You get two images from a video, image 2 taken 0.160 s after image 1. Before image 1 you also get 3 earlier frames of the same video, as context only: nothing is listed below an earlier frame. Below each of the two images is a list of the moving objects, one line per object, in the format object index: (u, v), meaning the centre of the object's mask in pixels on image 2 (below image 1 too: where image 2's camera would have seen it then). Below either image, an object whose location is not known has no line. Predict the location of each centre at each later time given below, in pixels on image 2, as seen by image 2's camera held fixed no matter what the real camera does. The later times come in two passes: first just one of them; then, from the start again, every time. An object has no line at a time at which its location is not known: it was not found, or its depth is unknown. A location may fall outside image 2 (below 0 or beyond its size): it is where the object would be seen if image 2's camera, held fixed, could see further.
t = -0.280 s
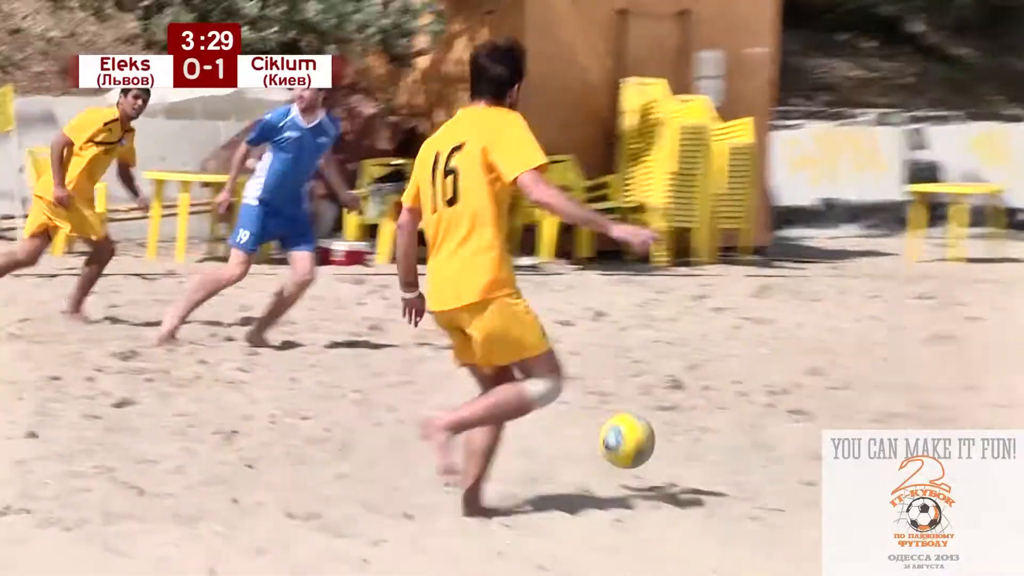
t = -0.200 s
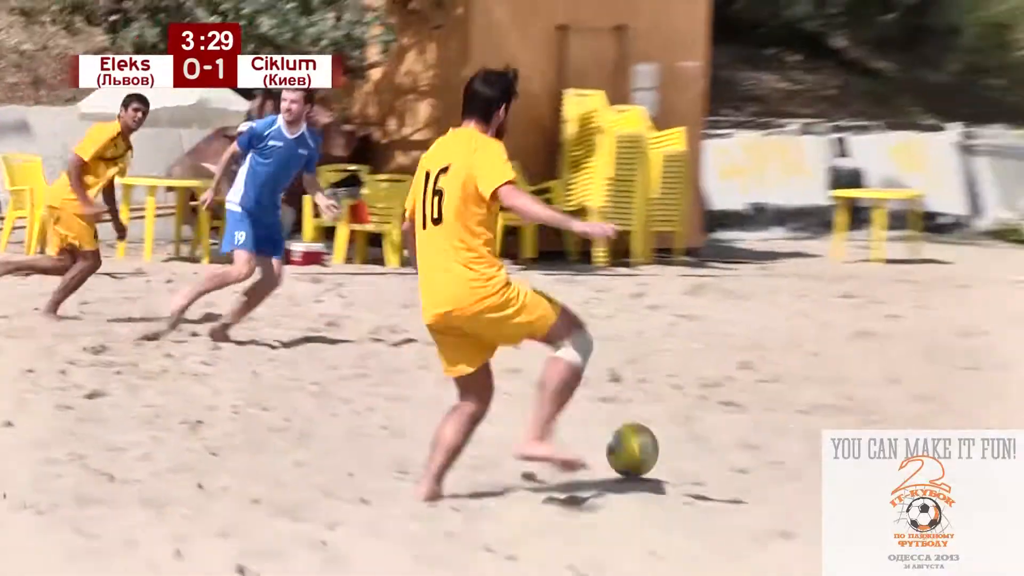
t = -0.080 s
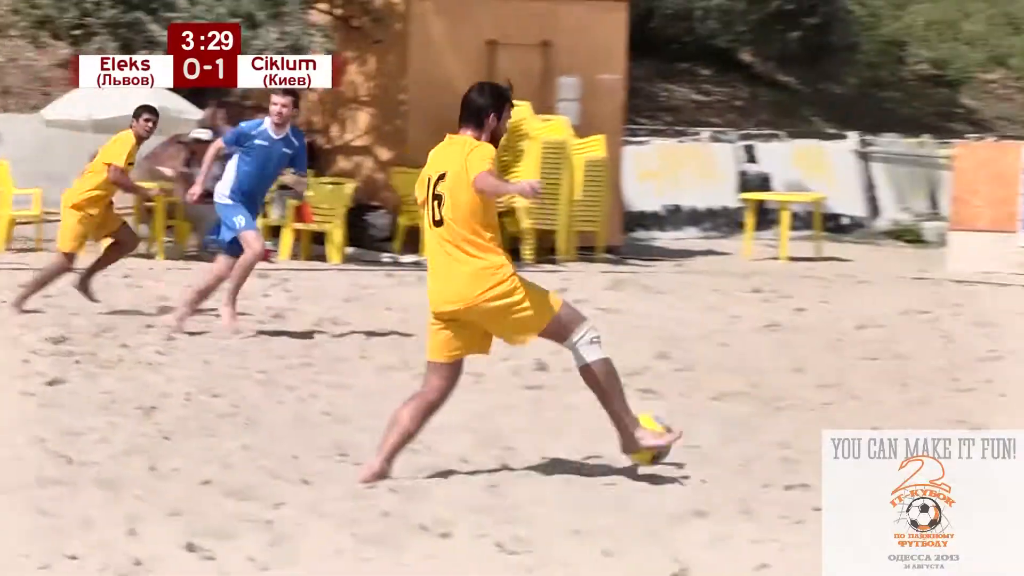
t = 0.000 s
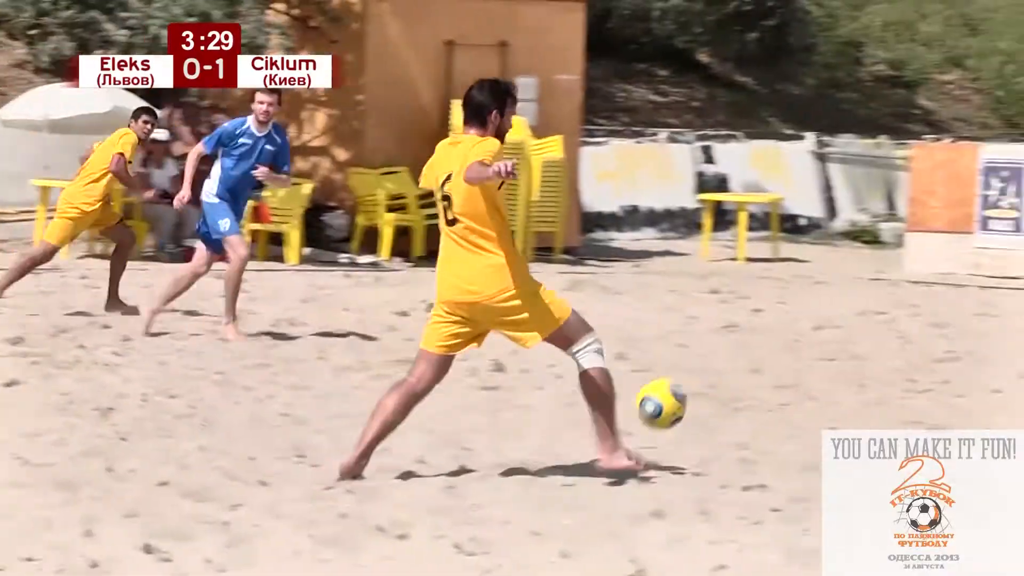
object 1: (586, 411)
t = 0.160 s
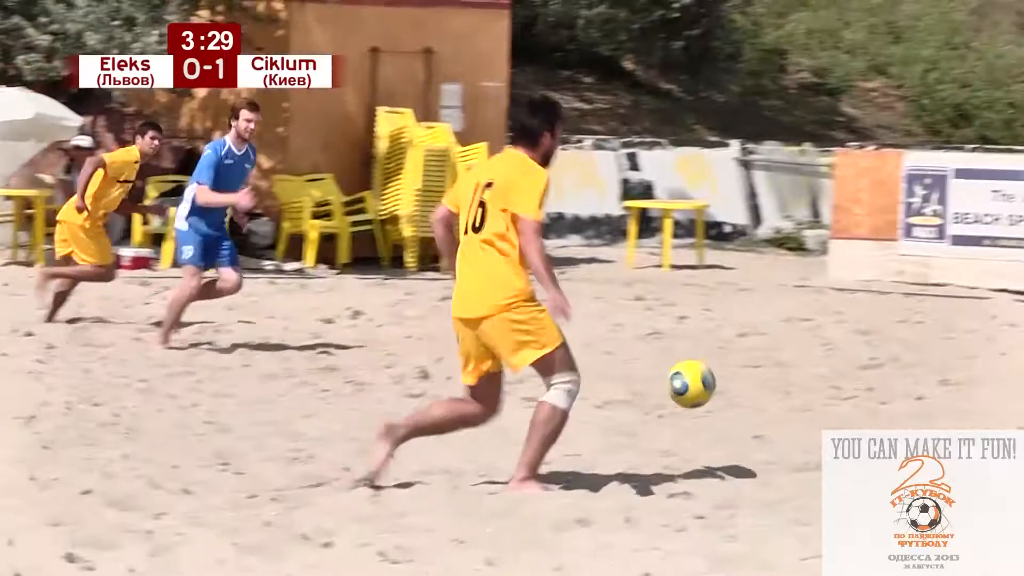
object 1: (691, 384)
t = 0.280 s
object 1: (763, 401)
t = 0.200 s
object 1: (715, 386)
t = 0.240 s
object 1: (739, 392)
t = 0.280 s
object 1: (763, 401)
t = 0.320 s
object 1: (786, 415)
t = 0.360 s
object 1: (809, 431)
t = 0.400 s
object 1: (831, 442)
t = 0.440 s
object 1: (851, 439)
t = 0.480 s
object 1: (872, 434)
